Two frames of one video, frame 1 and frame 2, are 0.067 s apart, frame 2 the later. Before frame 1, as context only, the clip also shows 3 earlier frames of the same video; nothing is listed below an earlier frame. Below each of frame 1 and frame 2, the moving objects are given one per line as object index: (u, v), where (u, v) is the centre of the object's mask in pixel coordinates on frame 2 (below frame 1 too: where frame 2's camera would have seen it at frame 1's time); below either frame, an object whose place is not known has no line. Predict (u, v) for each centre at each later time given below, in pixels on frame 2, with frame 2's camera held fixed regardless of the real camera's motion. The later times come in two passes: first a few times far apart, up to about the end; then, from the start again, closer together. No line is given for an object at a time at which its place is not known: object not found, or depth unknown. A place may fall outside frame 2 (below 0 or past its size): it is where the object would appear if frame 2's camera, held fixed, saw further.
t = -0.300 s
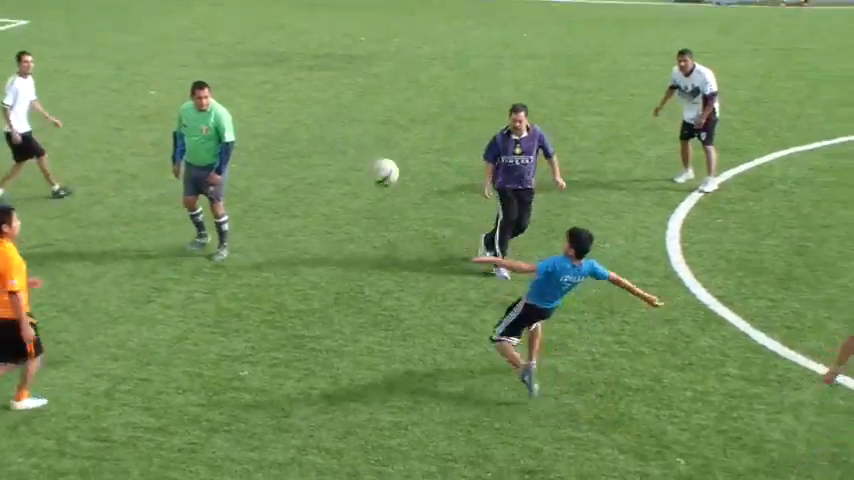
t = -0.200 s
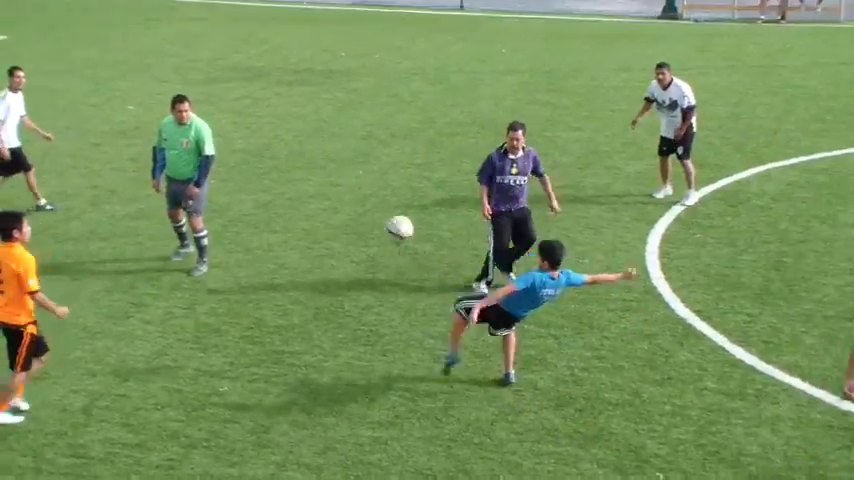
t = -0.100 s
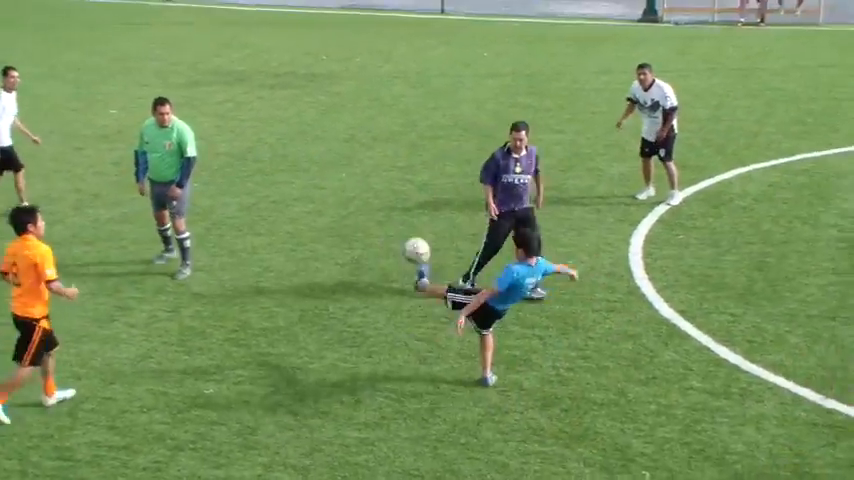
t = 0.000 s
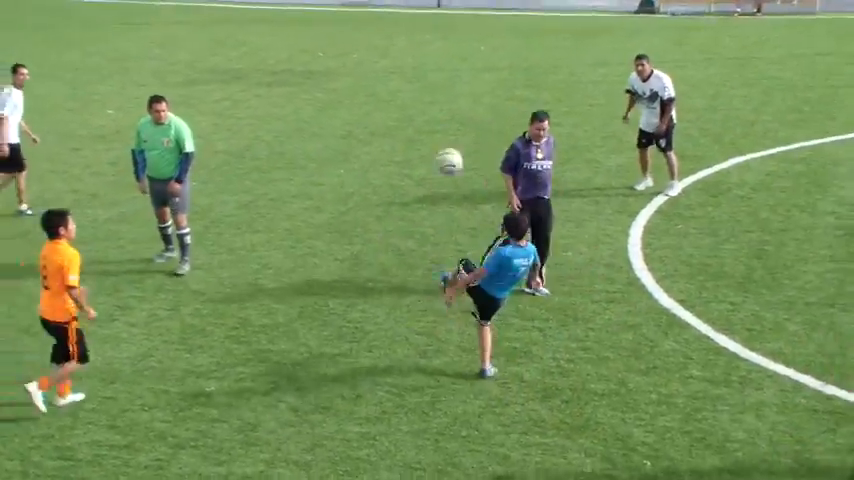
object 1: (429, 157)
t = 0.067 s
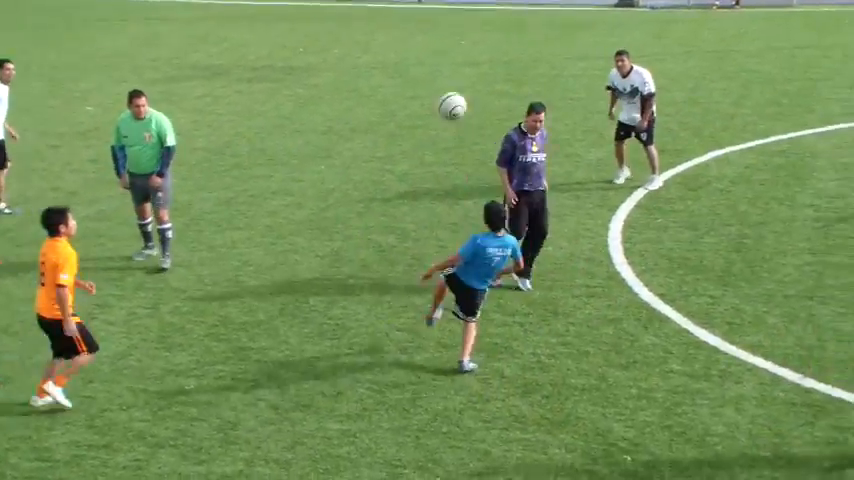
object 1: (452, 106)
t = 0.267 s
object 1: (522, -20)
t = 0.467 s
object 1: (595, -100)
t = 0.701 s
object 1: (682, -119)
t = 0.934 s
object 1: (771, -57)
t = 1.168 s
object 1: (857, 90)
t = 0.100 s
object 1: (463, 81)
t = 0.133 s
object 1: (476, 60)
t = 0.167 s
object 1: (486, 37)
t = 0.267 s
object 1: (522, -20)
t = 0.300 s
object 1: (534, -36)
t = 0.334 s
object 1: (546, -52)
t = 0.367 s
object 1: (559, -66)
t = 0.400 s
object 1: (571, -77)
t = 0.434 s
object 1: (582, -90)
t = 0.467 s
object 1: (595, -100)
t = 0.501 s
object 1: (608, -107)
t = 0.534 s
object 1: (620, -113)
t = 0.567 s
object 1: (633, -118)
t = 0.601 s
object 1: (646, -121)
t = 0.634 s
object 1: (658, -122)
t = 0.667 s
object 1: (671, -121)
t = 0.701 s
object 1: (682, -119)
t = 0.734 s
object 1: (697, -115)
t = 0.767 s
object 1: (710, -110)
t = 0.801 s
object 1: (722, -102)
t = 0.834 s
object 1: (735, -93)
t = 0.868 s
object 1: (747, -83)
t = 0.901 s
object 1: (760, -71)
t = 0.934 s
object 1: (771, -57)
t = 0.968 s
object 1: (786, -40)
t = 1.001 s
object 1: (796, -23)
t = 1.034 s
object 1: (810, -4)
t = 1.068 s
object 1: (822, 17)
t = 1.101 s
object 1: (833, 41)
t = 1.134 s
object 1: (844, 65)
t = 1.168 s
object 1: (857, 90)
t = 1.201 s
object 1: (867, 119)
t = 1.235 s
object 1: (879, 148)
